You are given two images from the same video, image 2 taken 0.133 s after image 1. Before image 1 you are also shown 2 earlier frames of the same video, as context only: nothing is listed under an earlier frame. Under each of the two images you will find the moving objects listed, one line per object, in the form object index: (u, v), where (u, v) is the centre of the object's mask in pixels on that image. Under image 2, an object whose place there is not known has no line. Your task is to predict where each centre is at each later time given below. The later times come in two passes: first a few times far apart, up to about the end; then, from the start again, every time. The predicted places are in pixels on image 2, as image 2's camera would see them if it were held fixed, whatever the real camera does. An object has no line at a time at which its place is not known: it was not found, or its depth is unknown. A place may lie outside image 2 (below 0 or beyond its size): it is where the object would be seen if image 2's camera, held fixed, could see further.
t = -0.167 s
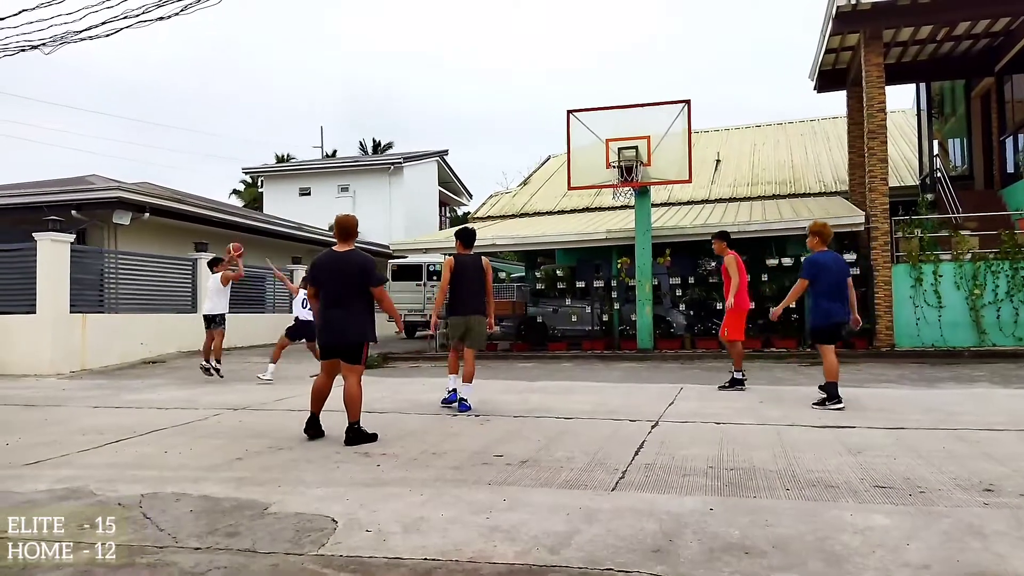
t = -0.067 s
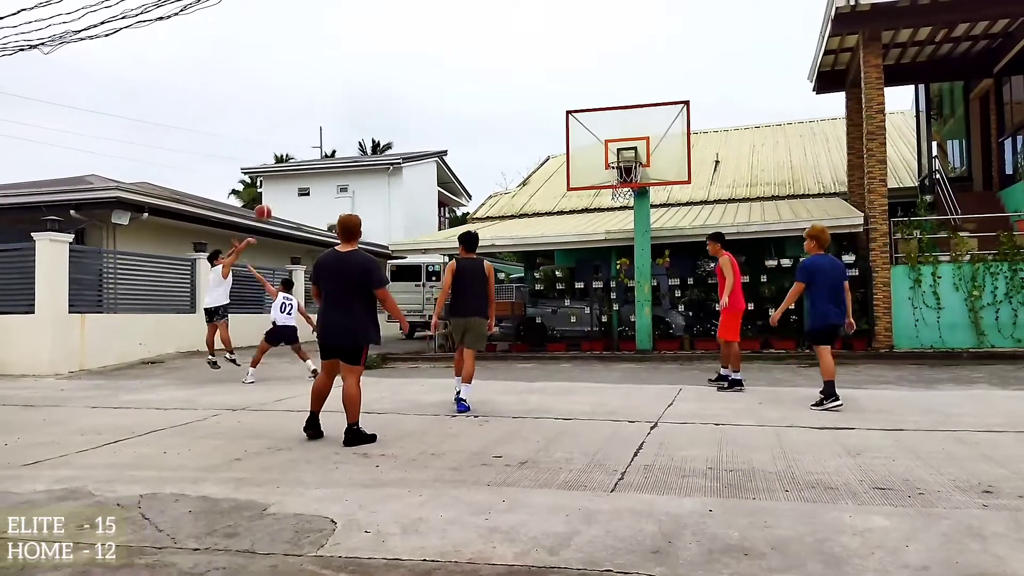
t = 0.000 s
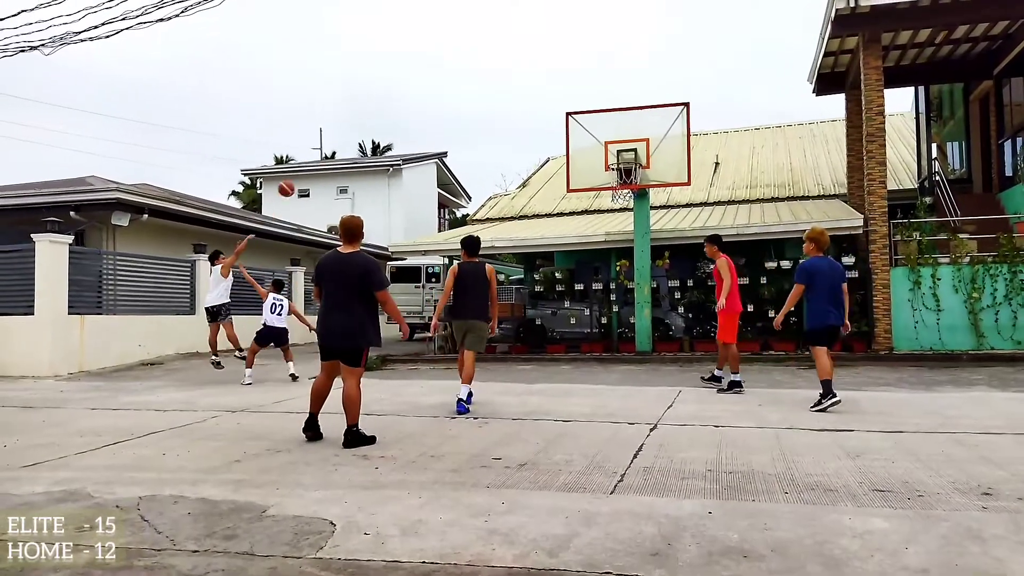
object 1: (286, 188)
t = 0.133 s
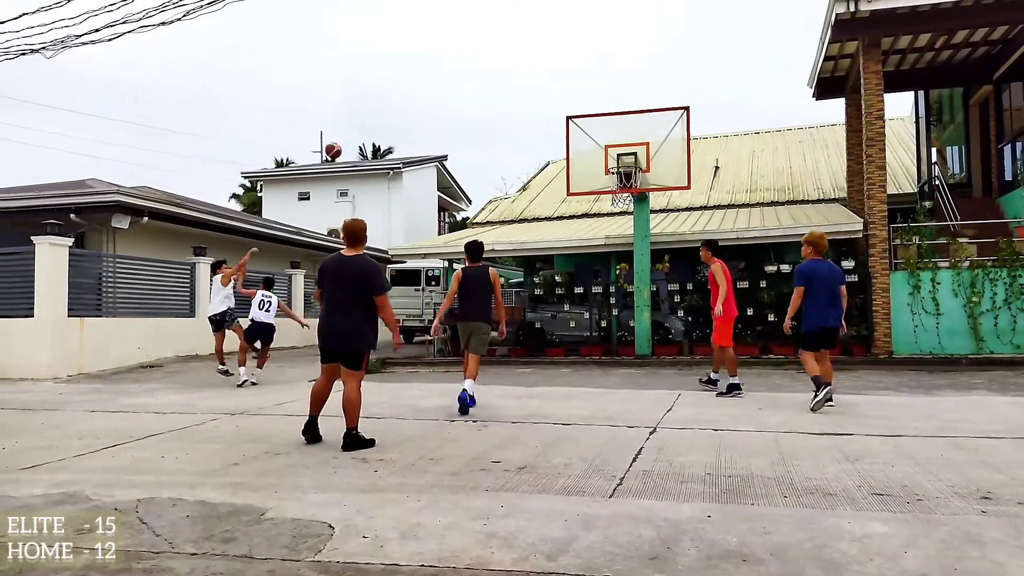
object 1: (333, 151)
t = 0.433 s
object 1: (436, 98)
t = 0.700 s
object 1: (529, 101)
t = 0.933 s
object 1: (610, 142)
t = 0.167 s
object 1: (345, 142)
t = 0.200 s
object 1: (356, 134)
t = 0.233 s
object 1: (368, 127)
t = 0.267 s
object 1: (379, 120)
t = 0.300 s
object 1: (390, 114)
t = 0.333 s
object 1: (402, 109)
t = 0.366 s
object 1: (413, 105)
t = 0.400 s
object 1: (425, 101)
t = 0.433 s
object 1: (436, 98)
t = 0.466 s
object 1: (448, 96)
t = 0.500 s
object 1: (459, 94)
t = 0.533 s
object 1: (471, 94)
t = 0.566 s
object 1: (482, 94)
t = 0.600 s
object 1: (494, 95)
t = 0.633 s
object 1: (505, 96)
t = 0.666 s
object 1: (517, 98)
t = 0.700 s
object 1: (529, 101)
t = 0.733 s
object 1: (540, 105)
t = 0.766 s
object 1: (551, 109)
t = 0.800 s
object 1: (563, 114)
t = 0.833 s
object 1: (575, 120)
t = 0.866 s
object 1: (587, 127)
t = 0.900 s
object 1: (598, 134)
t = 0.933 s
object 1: (610, 142)
